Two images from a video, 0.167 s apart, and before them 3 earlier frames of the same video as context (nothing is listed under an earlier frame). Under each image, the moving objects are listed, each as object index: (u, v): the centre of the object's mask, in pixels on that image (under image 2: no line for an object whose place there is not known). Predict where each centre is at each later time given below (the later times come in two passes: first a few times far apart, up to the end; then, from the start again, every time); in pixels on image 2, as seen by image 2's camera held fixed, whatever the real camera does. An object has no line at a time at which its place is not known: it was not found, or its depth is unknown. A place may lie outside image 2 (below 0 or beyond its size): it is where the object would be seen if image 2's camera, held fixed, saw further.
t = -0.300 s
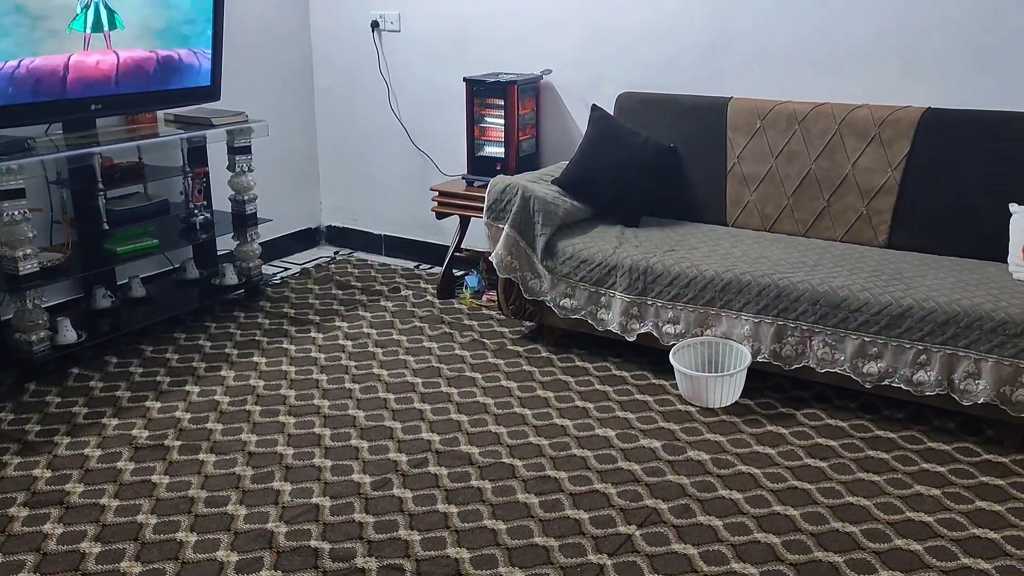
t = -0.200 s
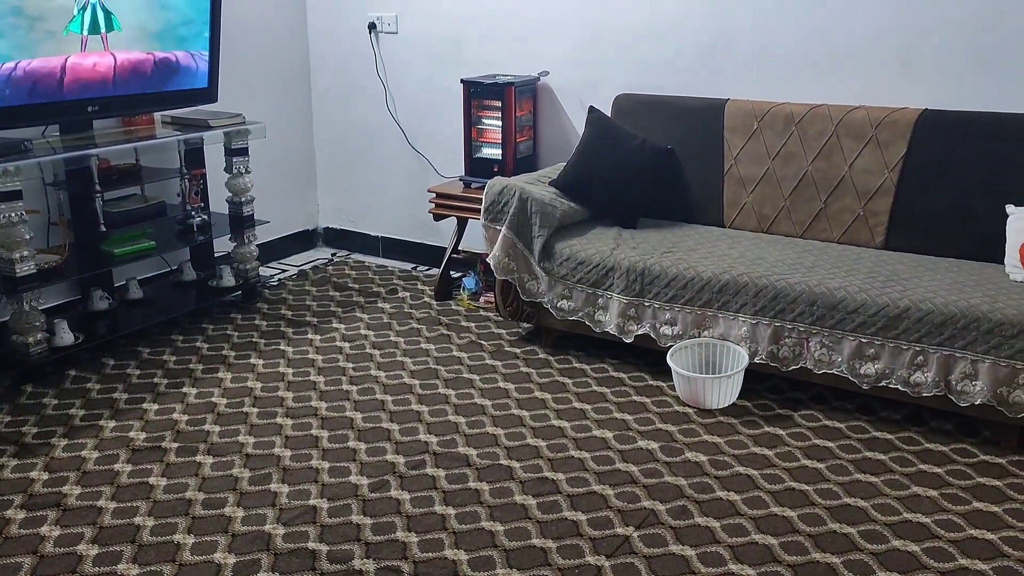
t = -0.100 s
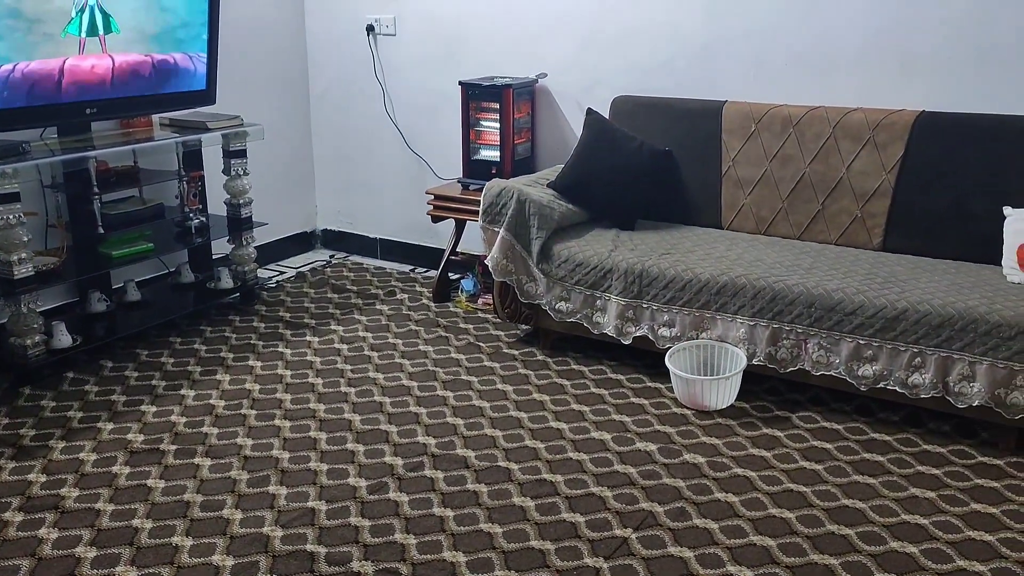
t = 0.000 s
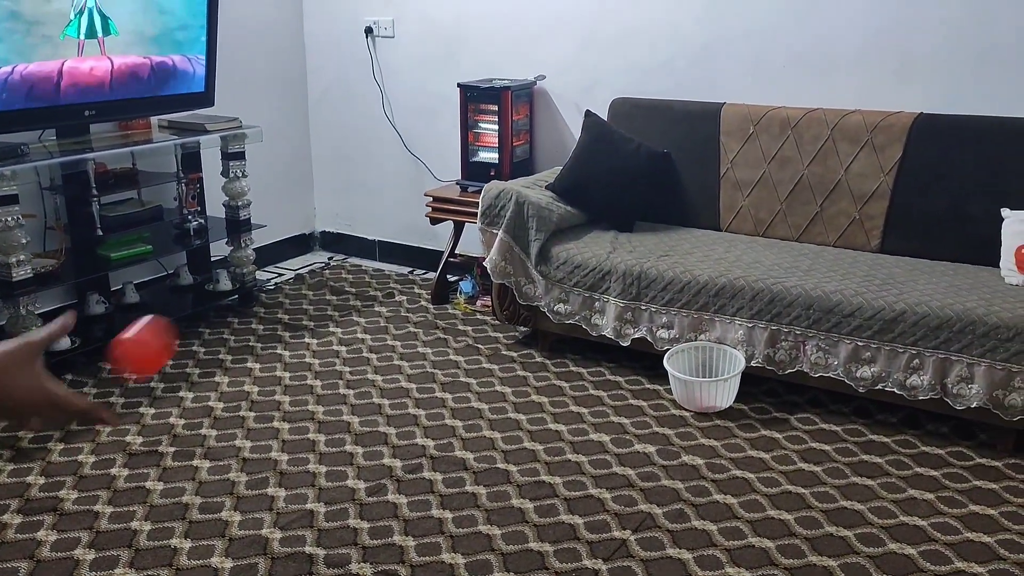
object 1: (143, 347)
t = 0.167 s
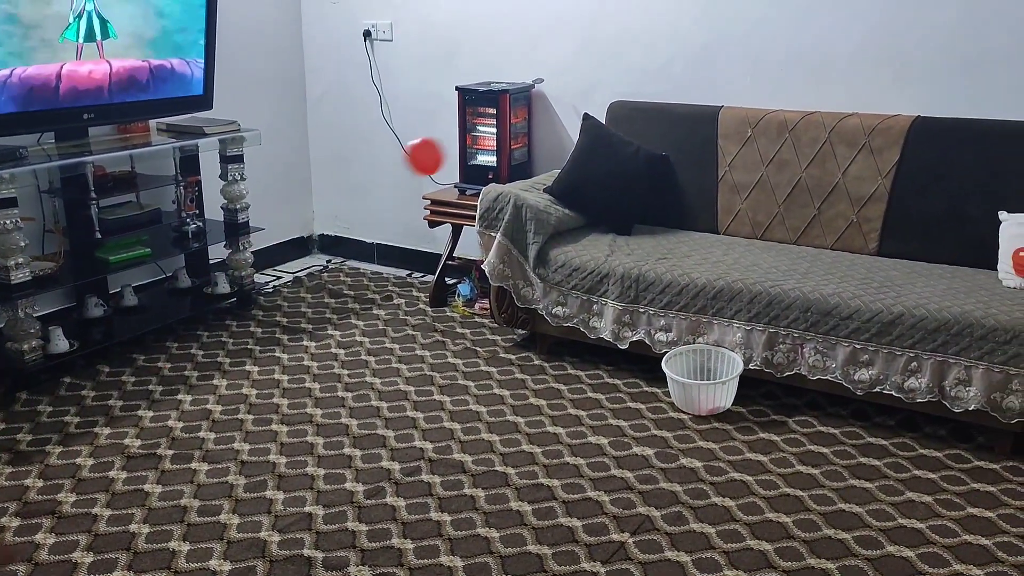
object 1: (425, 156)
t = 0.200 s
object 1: (463, 147)
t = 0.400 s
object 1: (621, 201)
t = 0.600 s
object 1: (700, 348)
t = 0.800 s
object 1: (736, 313)
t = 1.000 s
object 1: (750, 331)
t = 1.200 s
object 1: (778, 381)
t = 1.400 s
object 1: (820, 407)
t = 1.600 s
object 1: (858, 430)
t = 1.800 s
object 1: (899, 446)
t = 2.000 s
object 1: (939, 458)
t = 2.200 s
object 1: (977, 467)
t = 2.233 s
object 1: (983, 469)
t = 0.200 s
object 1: (463, 147)
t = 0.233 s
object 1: (500, 145)
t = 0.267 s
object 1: (527, 147)
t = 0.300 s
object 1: (555, 155)
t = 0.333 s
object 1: (580, 167)
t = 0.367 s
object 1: (601, 183)
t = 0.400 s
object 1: (621, 201)
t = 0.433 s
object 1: (638, 221)
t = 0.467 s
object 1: (653, 243)
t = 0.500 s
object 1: (667, 268)
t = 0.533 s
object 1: (679, 294)
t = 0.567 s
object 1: (691, 322)
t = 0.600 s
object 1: (700, 348)
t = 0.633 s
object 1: (708, 370)
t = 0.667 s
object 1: (714, 352)
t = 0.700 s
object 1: (720, 337)
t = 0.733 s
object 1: (726, 326)
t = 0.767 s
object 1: (732, 318)
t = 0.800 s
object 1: (736, 313)
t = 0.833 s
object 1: (741, 311)
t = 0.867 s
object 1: (746, 312)
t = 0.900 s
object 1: (750, 316)
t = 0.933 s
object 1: (750, 318)
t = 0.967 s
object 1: (750, 323)
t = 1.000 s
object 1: (750, 331)
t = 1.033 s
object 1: (749, 342)
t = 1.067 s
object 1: (749, 356)
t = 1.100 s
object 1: (754, 362)
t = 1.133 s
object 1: (762, 366)
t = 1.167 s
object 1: (771, 371)
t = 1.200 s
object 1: (778, 381)
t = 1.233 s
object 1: (786, 393)
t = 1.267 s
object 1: (793, 408)
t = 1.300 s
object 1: (800, 417)
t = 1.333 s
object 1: (807, 412)
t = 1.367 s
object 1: (814, 408)
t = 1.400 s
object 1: (820, 407)
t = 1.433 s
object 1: (827, 410)
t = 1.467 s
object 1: (833, 415)
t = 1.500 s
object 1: (839, 424)
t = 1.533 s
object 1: (844, 432)
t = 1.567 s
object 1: (852, 430)
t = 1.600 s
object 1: (858, 430)
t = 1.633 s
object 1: (865, 433)
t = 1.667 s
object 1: (871, 440)
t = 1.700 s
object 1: (879, 441)
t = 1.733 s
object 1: (885, 442)
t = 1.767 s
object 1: (892, 446)
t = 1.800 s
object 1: (899, 446)
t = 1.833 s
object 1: (905, 448)
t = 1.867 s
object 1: (912, 450)
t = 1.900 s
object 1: (920, 452)
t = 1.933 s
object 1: (926, 455)
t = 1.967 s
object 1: (931, 457)
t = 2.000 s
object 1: (939, 458)
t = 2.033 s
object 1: (946, 460)
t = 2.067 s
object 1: (952, 461)
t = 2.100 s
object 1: (958, 462)
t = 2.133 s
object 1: (965, 464)
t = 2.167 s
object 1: (971, 465)
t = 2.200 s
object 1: (977, 467)
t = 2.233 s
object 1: (983, 469)
